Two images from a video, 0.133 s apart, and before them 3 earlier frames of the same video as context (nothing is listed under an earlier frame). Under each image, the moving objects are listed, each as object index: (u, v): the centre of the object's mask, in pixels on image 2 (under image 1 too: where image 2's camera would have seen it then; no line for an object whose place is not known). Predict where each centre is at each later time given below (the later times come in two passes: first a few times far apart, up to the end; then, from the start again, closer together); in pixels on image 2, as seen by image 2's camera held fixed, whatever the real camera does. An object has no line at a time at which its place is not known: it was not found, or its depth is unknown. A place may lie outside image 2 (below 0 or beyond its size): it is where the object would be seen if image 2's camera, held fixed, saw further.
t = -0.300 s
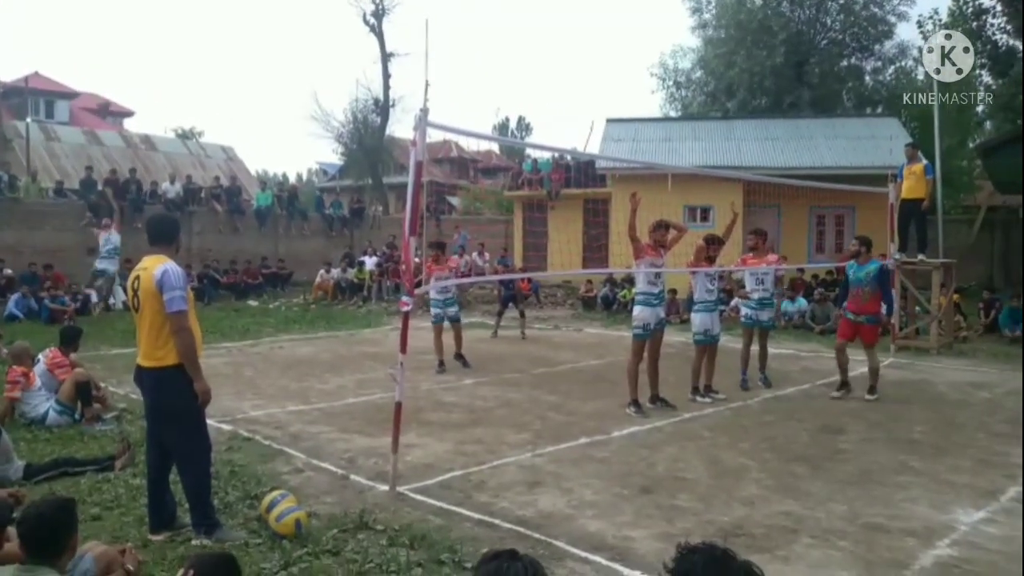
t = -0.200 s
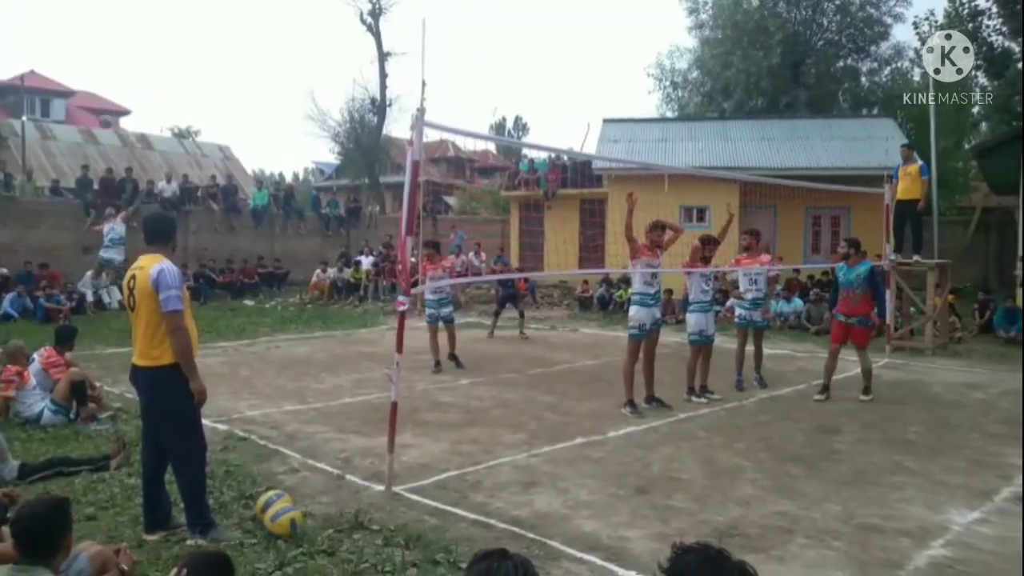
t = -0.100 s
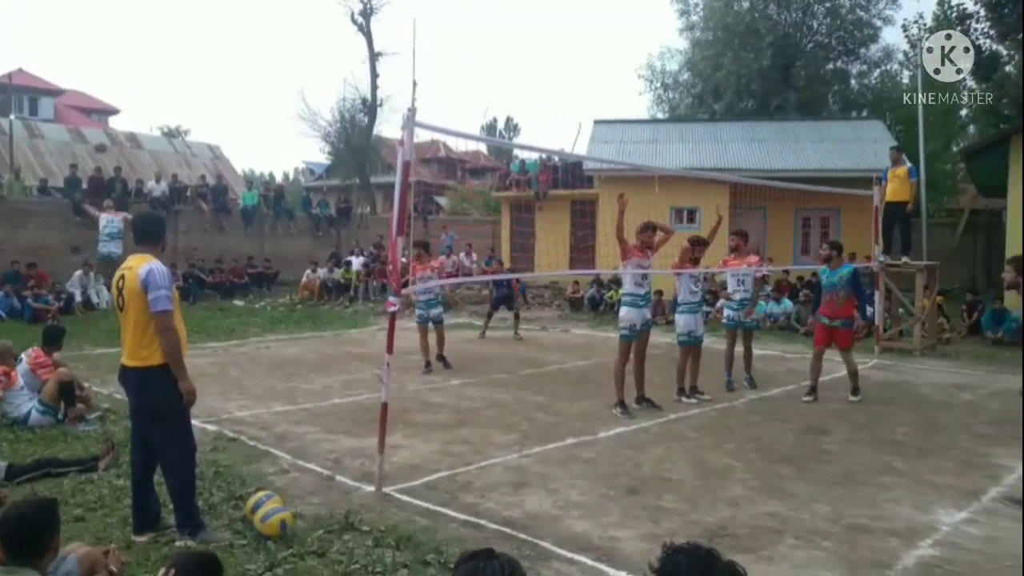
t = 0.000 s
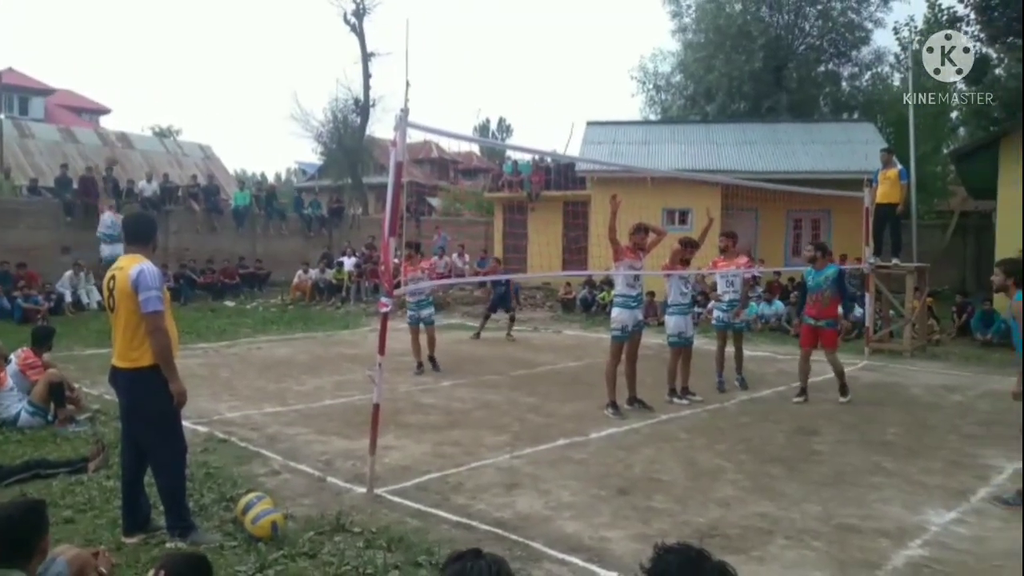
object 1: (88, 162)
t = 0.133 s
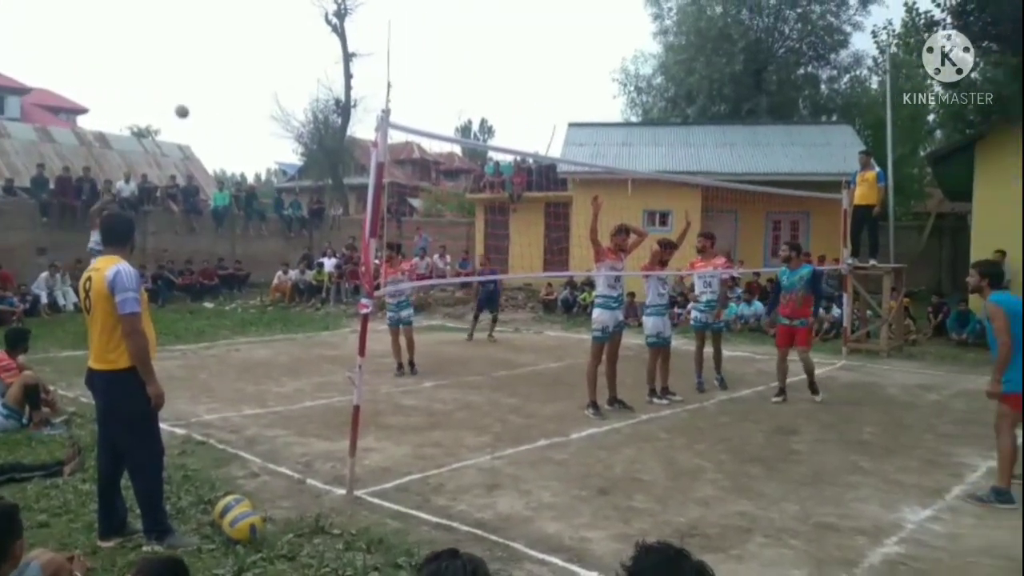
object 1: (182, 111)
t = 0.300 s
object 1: (319, 66)
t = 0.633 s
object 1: (674, 50)
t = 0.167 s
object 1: (207, 101)
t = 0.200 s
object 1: (234, 90)
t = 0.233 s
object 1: (261, 82)
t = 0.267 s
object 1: (289, 73)
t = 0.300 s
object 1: (319, 66)
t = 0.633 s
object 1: (674, 50)
